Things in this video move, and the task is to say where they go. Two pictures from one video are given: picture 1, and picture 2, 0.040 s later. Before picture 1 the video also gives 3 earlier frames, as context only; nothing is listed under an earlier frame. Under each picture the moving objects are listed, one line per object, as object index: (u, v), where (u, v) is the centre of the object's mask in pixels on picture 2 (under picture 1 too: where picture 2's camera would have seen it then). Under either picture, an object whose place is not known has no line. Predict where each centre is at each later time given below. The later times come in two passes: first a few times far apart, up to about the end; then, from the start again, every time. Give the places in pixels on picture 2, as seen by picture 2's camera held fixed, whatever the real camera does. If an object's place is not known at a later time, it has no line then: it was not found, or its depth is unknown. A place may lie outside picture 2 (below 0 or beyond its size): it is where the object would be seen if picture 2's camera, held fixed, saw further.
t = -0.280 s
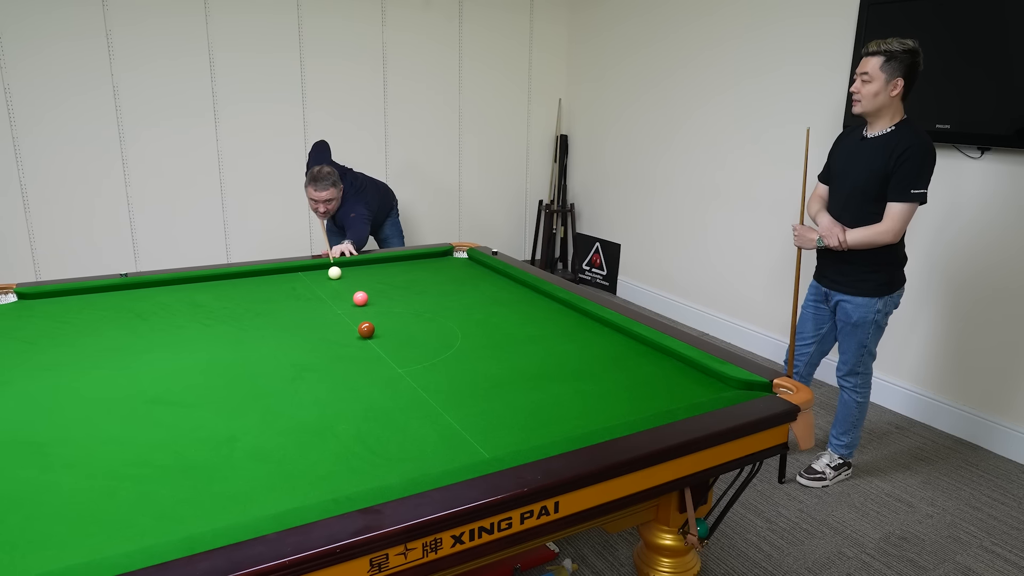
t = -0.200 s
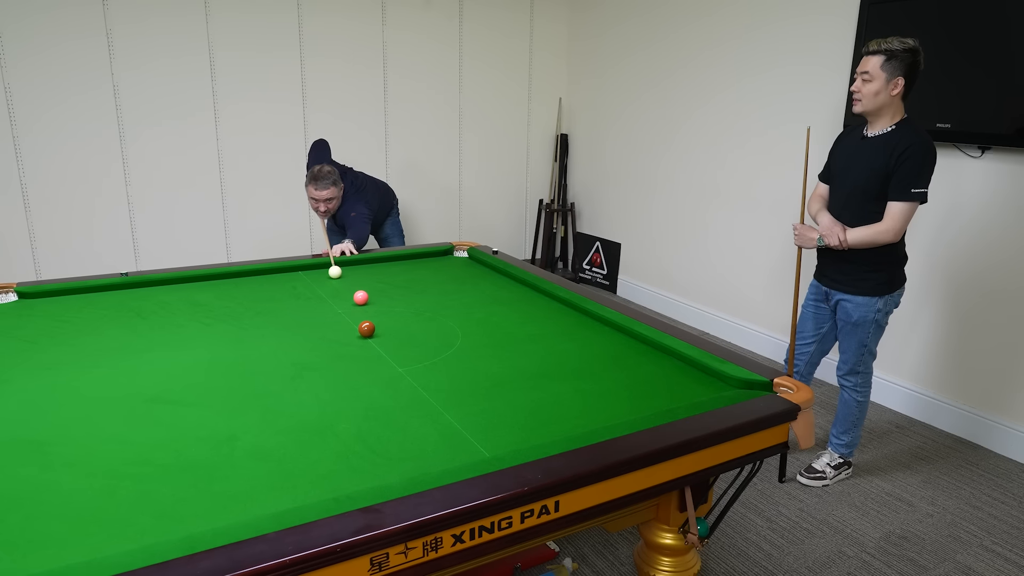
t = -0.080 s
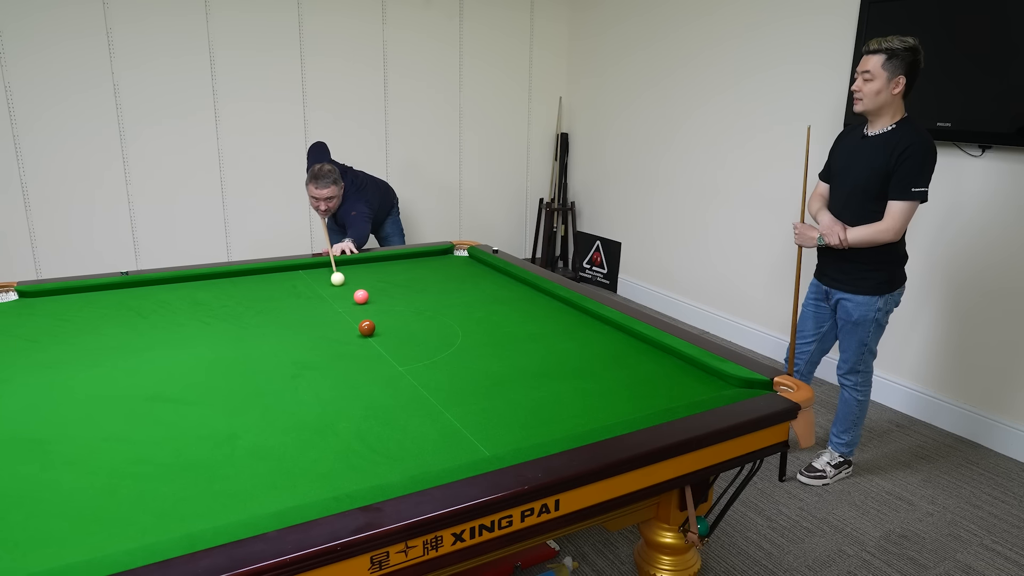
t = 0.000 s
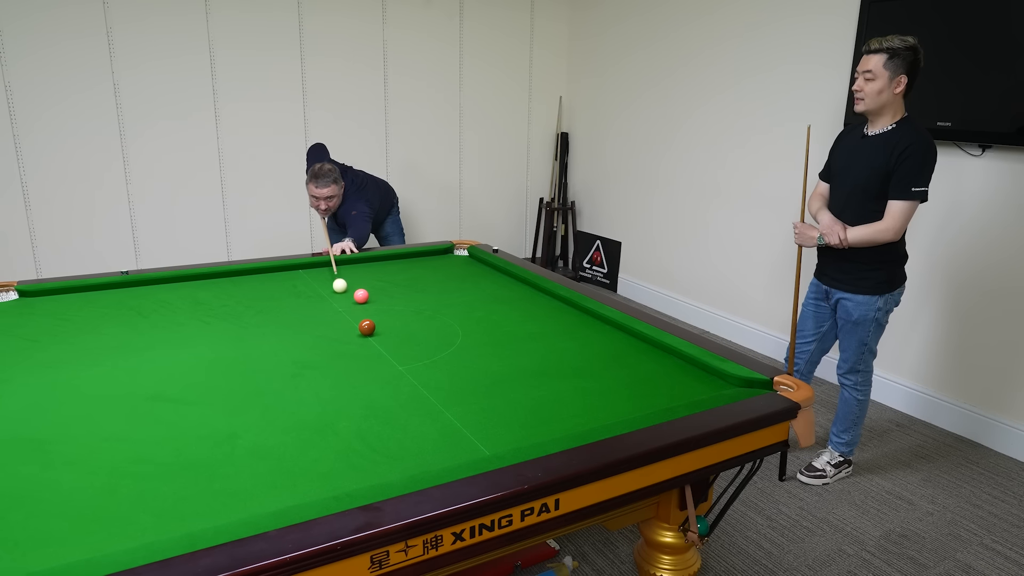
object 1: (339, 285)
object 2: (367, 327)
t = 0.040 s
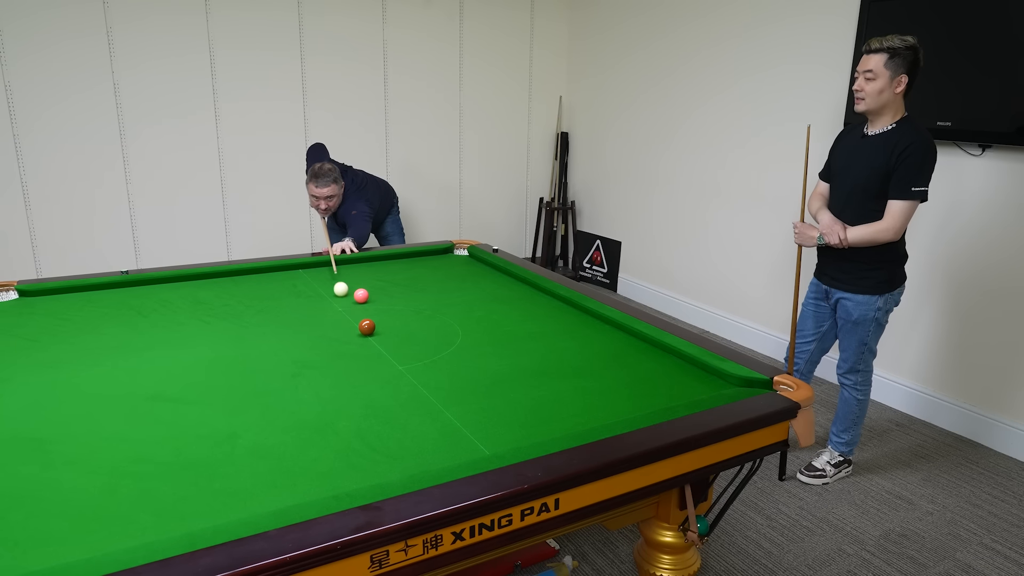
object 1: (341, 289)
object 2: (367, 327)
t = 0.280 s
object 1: (348, 315)
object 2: (367, 327)
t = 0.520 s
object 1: (331, 344)
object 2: (390, 330)
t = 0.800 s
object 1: (293, 386)
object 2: (425, 335)
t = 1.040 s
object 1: (249, 434)
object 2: (454, 339)
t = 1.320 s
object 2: (487, 343)
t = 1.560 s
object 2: (515, 347)
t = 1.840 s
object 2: (545, 351)
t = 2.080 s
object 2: (570, 354)
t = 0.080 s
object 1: (342, 293)
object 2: (367, 327)
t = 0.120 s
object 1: (343, 297)
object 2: (367, 327)
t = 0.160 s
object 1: (344, 301)
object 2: (367, 327)
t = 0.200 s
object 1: (345, 306)
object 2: (367, 327)
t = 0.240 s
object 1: (347, 310)
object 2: (367, 327)
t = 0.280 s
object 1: (348, 315)
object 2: (367, 327)
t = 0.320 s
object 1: (350, 320)
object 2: (367, 327)
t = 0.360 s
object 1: (350, 325)
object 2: (367, 327)
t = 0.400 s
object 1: (345, 329)
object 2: (374, 328)
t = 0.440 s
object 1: (340, 334)
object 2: (380, 329)
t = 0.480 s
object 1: (335, 339)
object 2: (385, 329)
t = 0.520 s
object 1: (331, 344)
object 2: (390, 330)
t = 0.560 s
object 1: (326, 349)
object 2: (396, 331)
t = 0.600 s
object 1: (321, 355)
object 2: (400, 332)
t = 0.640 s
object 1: (316, 361)
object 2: (406, 332)
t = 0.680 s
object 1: (310, 367)
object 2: (410, 333)
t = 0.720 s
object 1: (305, 373)
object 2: (415, 333)
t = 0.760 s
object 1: (299, 379)
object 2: (420, 334)
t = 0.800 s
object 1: (293, 386)
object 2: (425, 335)
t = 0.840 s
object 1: (286, 393)
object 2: (430, 335)
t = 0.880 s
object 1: (280, 401)
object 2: (435, 336)
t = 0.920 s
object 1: (273, 408)
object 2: (440, 337)
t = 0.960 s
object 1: (265, 417)
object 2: (444, 337)
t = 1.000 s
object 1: (257, 425)
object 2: (449, 338)
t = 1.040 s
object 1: (249, 434)
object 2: (454, 339)
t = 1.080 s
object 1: (241, 443)
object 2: (459, 339)
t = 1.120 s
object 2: (464, 340)
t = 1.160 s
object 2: (469, 340)
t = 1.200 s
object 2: (473, 341)
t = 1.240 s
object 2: (478, 342)
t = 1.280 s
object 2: (483, 342)
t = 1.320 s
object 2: (487, 343)
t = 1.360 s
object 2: (492, 344)
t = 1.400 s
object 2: (497, 344)
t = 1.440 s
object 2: (501, 345)
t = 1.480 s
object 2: (506, 345)
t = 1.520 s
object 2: (510, 346)
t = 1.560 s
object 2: (515, 347)
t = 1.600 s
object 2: (519, 347)
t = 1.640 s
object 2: (524, 348)
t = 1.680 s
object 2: (528, 349)
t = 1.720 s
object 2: (532, 349)
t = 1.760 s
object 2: (537, 350)
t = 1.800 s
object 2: (541, 350)
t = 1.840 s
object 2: (545, 351)
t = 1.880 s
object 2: (550, 351)
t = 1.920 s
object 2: (554, 352)
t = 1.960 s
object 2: (558, 352)
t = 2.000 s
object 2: (562, 353)
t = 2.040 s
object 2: (566, 354)
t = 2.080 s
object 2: (570, 354)
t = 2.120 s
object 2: (574, 355)
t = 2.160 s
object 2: (578, 355)
